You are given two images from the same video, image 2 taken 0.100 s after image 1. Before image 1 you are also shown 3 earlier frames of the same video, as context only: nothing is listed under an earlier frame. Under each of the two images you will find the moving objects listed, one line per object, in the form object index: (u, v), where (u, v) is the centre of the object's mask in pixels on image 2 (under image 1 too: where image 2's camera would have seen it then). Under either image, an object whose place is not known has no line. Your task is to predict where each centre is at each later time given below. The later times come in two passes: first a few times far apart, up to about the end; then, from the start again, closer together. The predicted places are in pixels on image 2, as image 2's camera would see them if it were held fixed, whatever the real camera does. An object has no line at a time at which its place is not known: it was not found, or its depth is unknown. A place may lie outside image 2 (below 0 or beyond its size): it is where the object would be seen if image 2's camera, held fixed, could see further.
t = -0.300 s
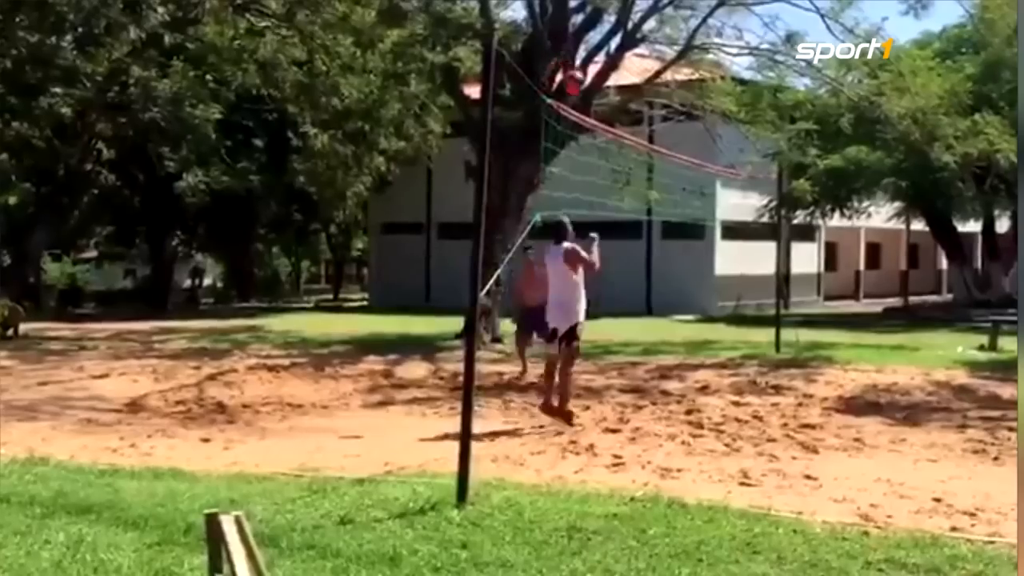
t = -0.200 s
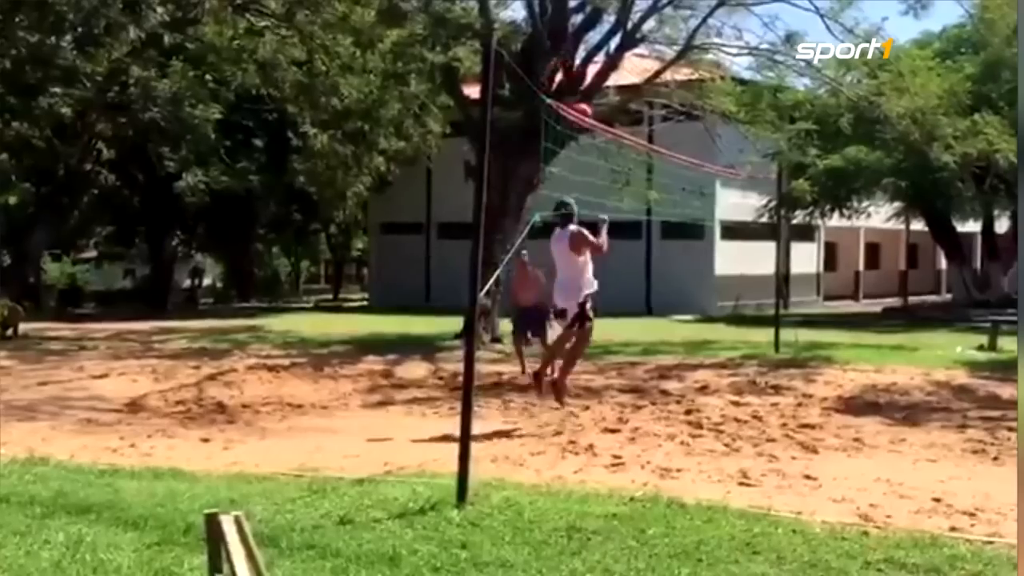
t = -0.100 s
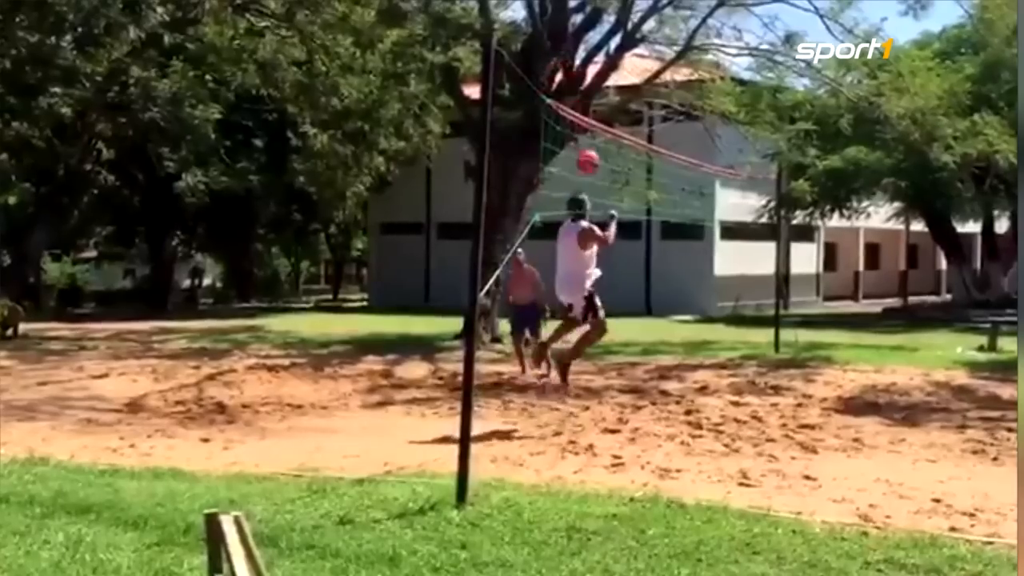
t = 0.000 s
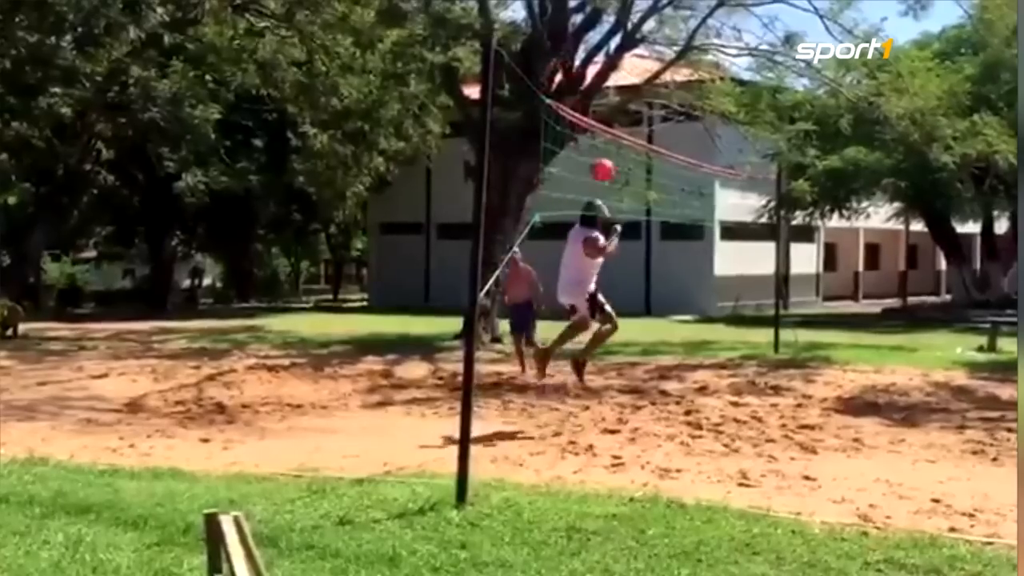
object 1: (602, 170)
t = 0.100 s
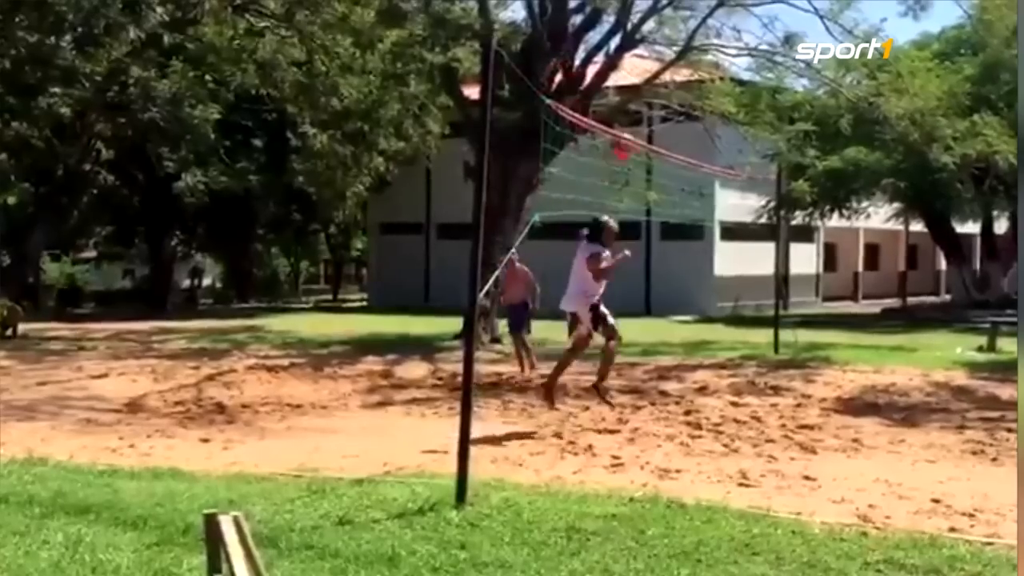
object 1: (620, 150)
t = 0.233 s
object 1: (651, 125)
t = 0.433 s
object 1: (694, 134)
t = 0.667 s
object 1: (747, 218)
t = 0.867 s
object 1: (801, 363)
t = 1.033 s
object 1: (846, 449)
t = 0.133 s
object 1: (633, 132)
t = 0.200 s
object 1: (645, 129)
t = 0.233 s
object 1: (651, 125)
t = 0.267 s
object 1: (657, 125)
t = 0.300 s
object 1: (663, 123)
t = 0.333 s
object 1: (671, 124)
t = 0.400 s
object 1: (685, 129)
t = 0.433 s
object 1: (694, 134)
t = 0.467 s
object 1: (701, 140)
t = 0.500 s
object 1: (708, 150)
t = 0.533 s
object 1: (716, 161)
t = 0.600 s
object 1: (731, 186)
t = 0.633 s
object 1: (740, 201)
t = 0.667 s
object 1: (747, 218)
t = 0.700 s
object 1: (757, 238)
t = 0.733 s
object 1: (764, 259)
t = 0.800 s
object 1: (783, 307)
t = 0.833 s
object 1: (792, 334)
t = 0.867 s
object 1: (801, 363)
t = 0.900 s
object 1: (809, 395)
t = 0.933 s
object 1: (819, 430)
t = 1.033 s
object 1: (846, 449)
